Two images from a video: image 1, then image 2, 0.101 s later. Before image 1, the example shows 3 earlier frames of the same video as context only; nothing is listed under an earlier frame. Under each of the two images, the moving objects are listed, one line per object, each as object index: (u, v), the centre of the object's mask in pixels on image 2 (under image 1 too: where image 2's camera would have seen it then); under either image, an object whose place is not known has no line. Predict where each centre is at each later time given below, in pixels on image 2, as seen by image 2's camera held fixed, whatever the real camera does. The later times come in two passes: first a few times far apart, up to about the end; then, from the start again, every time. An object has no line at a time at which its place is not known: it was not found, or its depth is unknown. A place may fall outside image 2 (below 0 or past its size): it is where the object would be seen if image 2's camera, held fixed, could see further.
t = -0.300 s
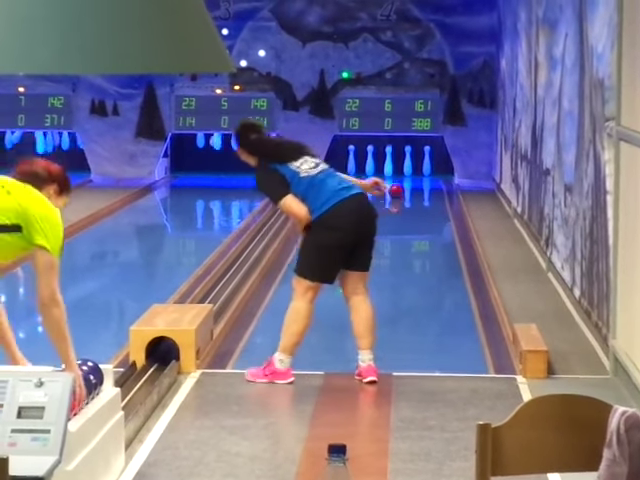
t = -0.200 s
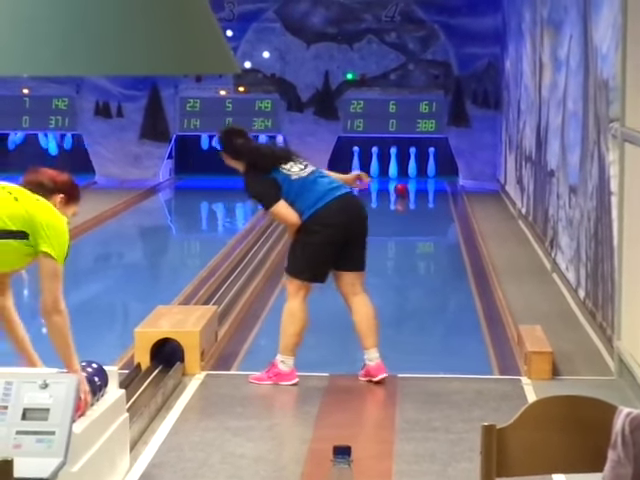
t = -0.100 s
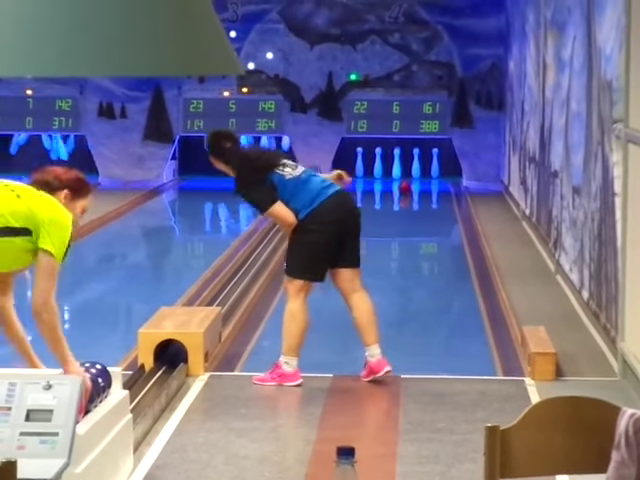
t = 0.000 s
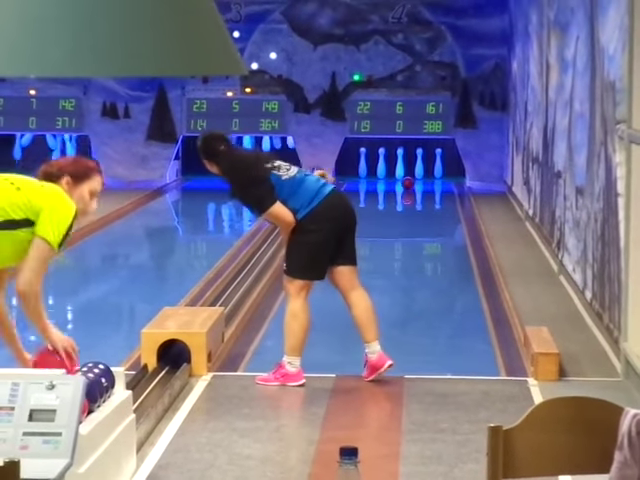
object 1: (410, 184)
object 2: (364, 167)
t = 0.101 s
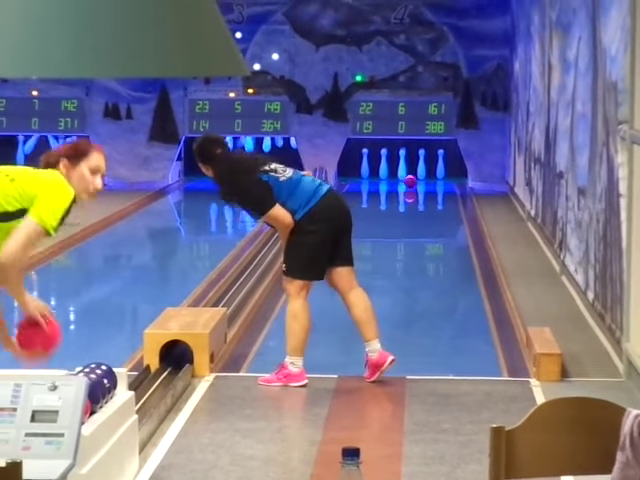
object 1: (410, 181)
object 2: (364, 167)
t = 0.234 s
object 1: (410, 178)
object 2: (365, 167)
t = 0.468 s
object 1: (414, 173)
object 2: (363, 165)
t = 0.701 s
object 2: (353, 171)
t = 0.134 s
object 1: (411, 181)
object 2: (365, 167)
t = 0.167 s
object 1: (410, 180)
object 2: (365, 167)
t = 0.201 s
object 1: (410, 179)
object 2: (364, 167)
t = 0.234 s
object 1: (410, 178)
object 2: (365, 167)
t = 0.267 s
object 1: (410, 177)
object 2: (364, 166)
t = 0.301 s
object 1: (410, 177)
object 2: (364, 166)
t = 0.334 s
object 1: (410, 176)
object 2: (364, 167)
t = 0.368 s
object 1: (412, 175)
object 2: (364, 167)
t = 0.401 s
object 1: (414, 173)
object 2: (364, 167)
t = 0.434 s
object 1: (414, 174)
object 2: (364, 166)
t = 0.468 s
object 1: (414, 173)
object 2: (363, 165)
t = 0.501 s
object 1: (414, 174)
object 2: (361, 166)
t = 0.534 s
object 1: (415, 173)
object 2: (359, 166)
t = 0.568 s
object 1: (413, 172)
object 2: (357, 167)
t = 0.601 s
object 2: (354, 167)
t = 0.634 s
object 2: (352, 168)
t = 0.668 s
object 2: (352, 170)
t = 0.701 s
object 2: (353, 171)
